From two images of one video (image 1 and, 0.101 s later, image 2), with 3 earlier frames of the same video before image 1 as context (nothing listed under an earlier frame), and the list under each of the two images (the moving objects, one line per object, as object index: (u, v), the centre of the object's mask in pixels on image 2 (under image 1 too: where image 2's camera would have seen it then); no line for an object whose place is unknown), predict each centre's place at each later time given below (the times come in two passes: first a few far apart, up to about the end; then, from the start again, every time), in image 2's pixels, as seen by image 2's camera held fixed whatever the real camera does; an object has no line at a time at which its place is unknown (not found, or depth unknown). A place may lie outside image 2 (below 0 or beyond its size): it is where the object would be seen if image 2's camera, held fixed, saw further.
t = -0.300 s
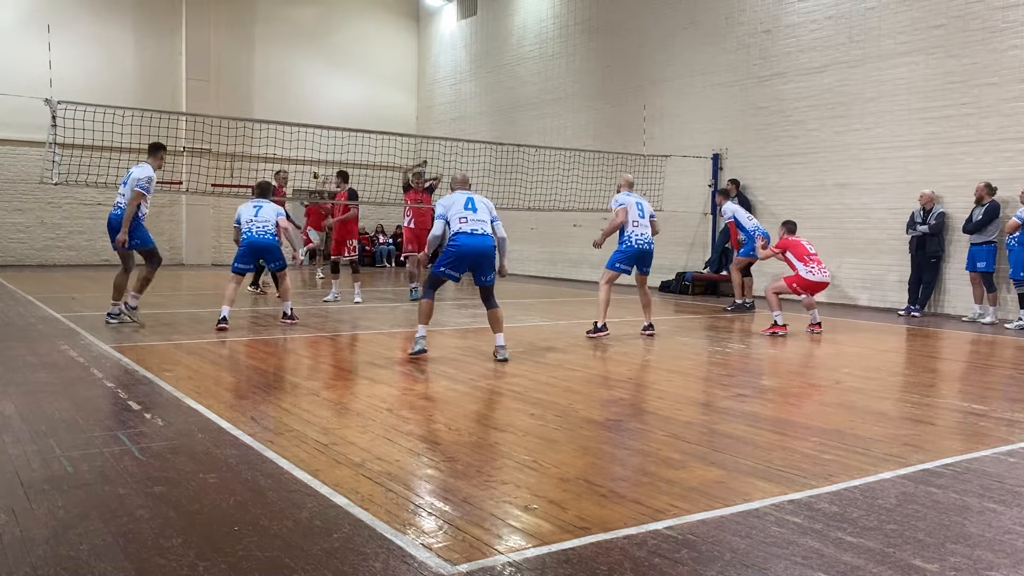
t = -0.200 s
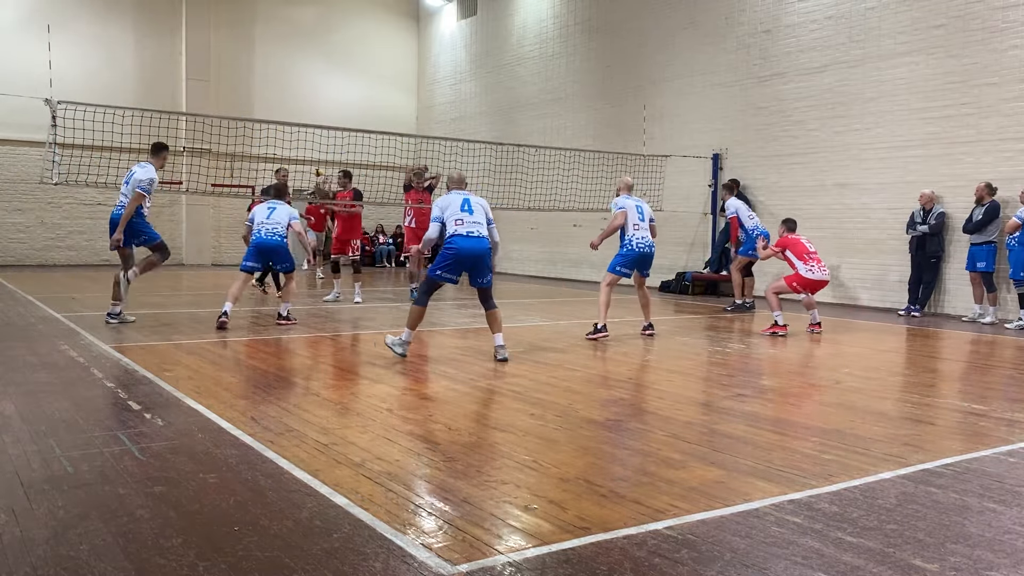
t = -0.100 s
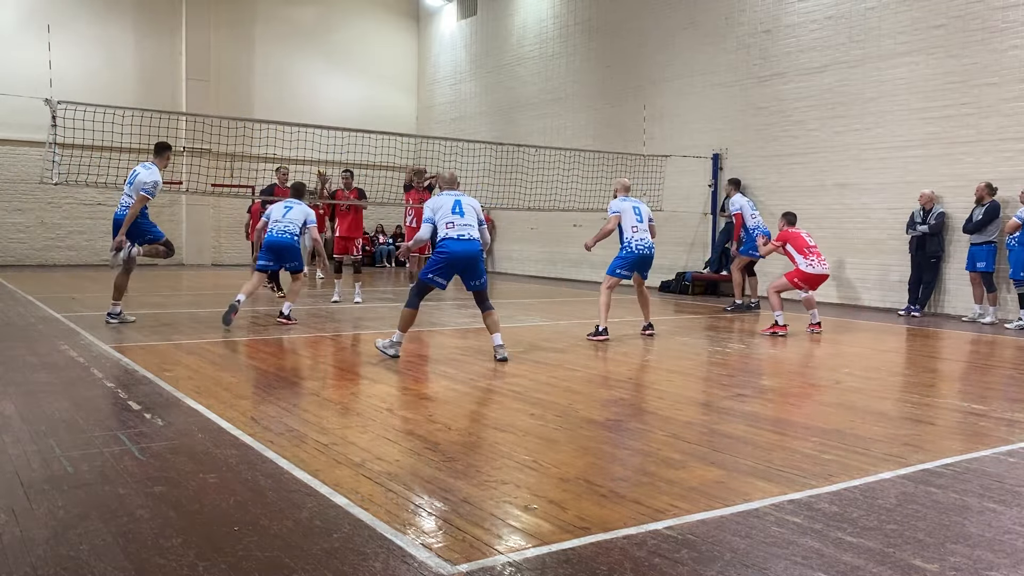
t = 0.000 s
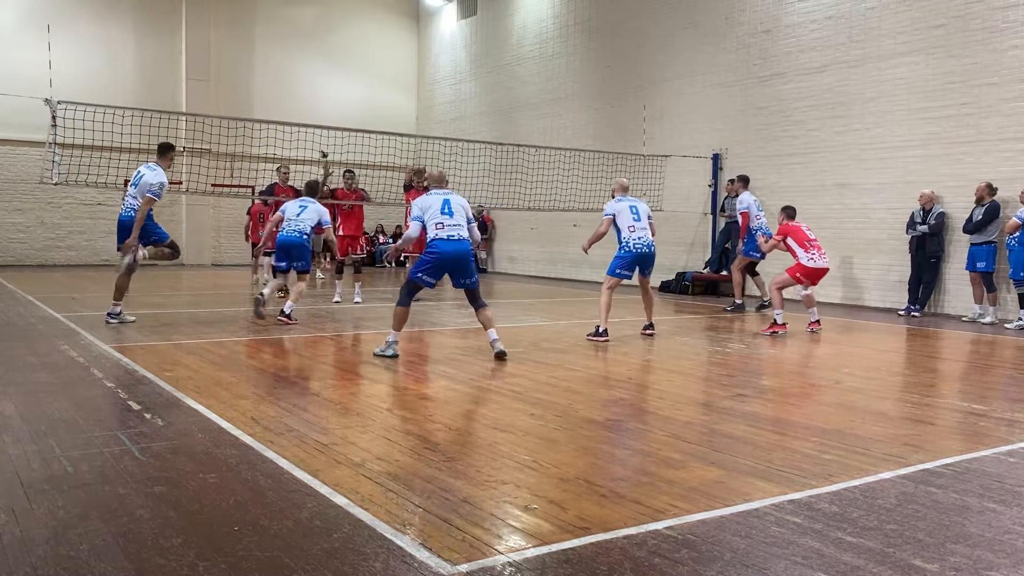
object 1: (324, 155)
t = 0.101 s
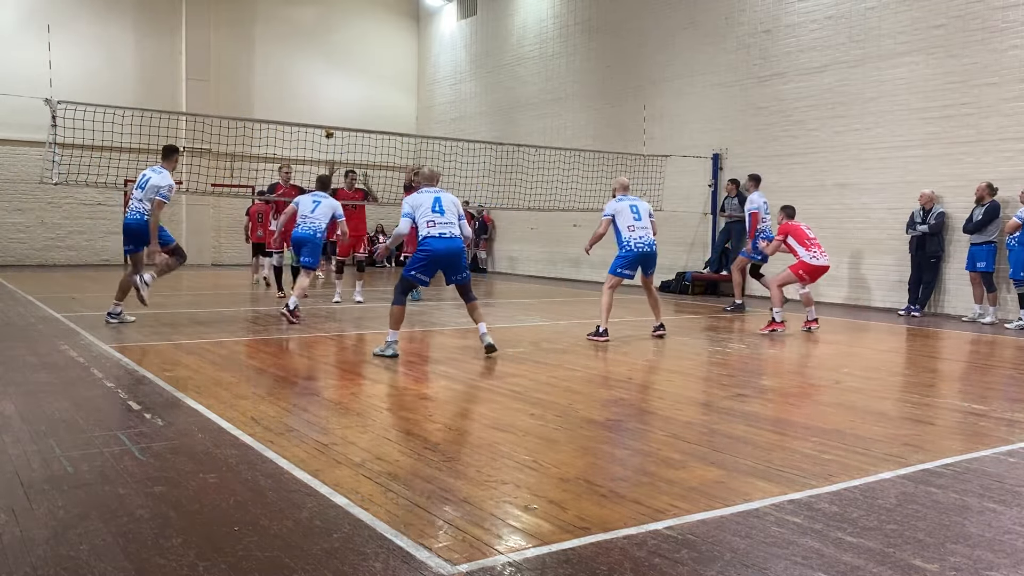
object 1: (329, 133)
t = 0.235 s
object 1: (337, 108)
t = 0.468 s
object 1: (356, 72)
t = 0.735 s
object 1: (381, 61)
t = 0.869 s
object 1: (398, 80)
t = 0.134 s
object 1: (330, 124)
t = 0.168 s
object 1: (333, 121)
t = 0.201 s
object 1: (335, 115)
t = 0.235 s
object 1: (337, 108)
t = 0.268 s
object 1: (339, 102)
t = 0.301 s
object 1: (342, 96)
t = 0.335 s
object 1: (345, 91)
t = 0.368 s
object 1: (347, 86)
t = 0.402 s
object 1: (350, 81)
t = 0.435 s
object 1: (352, 76)
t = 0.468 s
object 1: (356, 72)
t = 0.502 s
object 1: (358, 68)
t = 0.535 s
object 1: (362, 66)
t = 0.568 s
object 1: (365, 63)
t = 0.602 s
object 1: (368, 61)
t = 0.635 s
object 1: (371, 60)
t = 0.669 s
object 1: (374, 59)
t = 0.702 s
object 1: (377, 60)
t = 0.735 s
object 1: (381, 61)
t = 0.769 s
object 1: (385, 64)
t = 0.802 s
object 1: (389, 68)
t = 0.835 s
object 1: (393, 73)
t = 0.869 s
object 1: (398, 80)
